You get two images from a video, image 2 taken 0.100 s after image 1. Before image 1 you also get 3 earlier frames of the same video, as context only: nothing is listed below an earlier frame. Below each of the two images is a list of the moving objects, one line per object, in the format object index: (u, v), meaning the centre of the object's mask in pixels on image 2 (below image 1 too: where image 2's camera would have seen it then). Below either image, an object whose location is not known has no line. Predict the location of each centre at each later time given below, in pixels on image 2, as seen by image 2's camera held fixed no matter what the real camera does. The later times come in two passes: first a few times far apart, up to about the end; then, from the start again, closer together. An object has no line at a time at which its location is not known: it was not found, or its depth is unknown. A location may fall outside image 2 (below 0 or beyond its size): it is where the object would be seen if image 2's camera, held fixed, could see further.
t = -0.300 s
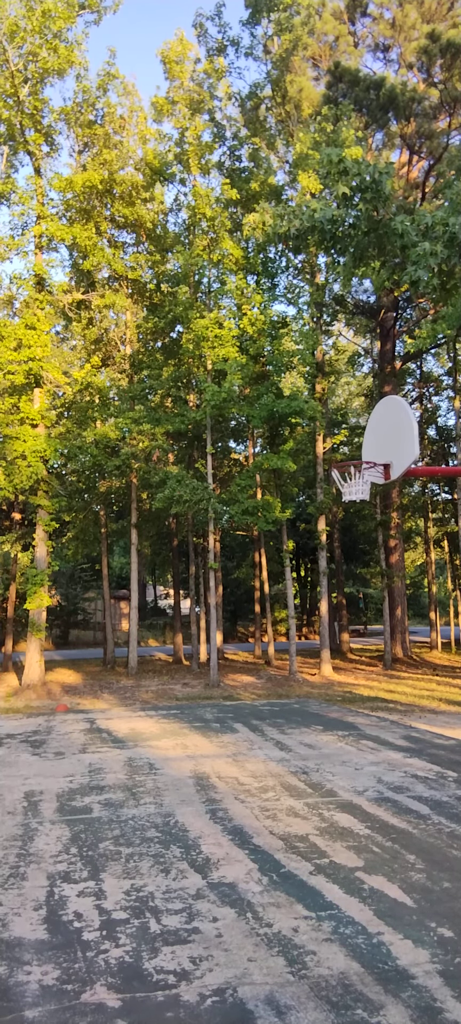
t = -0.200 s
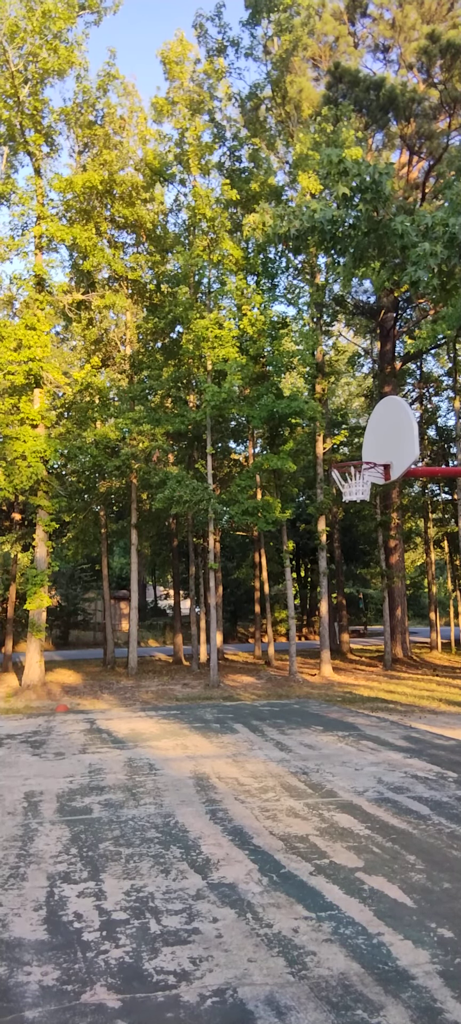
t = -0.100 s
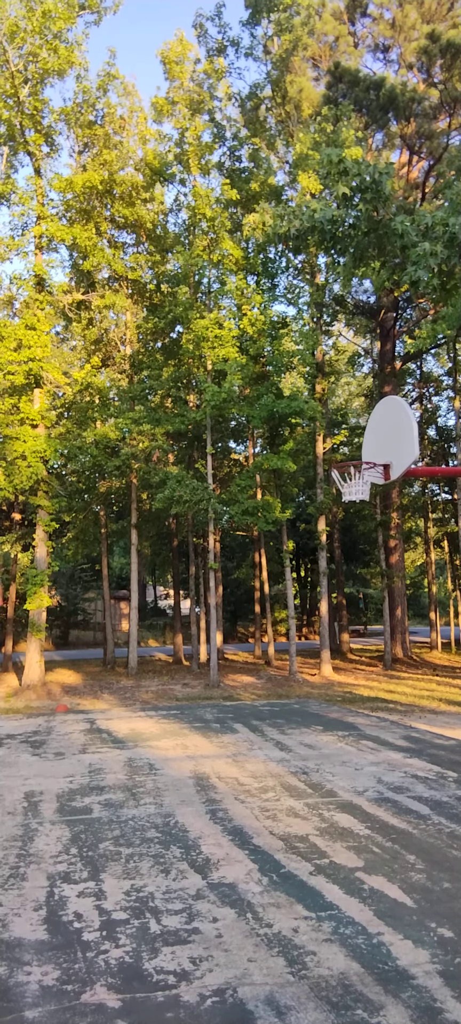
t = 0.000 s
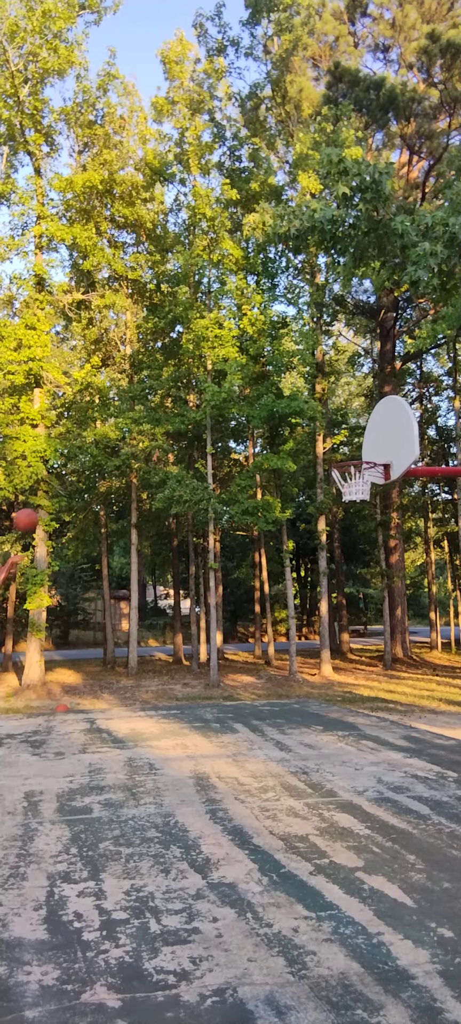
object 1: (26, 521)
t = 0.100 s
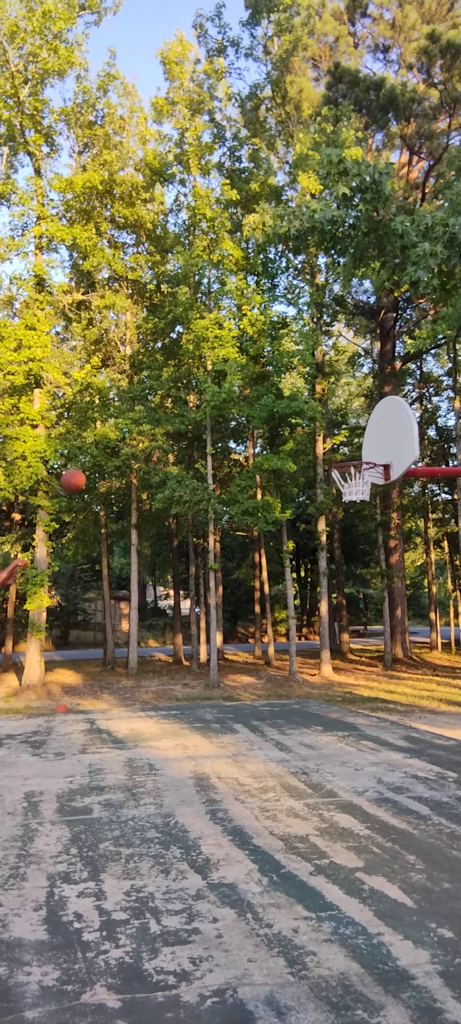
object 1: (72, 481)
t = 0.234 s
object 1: (132, 444)
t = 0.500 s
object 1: (245, 423)
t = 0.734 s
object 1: (339, 455)
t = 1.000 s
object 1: (349, 483)
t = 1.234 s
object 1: (358, 509)
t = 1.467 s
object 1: (378, 583)
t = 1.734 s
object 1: (405, 736)
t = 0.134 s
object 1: (88, 470)
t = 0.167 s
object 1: (102, 460)
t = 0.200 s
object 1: (117, 451)
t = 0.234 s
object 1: (132, 444)
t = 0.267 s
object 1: (146, 437)
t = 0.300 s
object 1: (160, 432)
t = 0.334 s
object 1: (174, 428)
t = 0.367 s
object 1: (189, 425)
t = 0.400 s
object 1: (203, 423)
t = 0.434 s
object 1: (217, 422)
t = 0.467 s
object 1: (230, 422)
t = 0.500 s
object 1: (245, 423)
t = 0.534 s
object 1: (258, 425)
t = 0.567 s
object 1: (272, 427)
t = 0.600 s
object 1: (286, 432)
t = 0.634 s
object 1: (299, 436)
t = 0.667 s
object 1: (312, 442)
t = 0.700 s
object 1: (326, 449)
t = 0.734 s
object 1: (339, 455)
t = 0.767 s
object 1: (351, 459)
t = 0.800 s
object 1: (364, 466)
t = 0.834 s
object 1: (362, 471)
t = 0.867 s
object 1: (350, 474)
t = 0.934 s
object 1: (349, 483)
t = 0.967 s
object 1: (348, 484)
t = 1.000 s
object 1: (349, 483)
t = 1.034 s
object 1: (350, 484)
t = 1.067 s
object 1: (351, 489)
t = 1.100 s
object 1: (352, 494)
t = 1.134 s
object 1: (353, 499)
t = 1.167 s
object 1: (354, 502)
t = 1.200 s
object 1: (355, 505)
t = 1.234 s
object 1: (358, 509)
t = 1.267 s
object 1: (361, 515)
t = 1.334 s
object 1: (367, 534)
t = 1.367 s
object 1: (369, 544)
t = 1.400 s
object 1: (372, 556)
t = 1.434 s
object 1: (375, 569)
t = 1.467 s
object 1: (378, 583)
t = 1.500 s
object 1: (381, 598)
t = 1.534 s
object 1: (384, 614)
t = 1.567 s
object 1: (388, 631)
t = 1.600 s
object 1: (391, 651)
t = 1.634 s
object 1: (394, 669)
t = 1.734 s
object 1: (405, 736)
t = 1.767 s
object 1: (406, 740)
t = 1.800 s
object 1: (406, 722)
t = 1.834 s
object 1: (406, 706)
